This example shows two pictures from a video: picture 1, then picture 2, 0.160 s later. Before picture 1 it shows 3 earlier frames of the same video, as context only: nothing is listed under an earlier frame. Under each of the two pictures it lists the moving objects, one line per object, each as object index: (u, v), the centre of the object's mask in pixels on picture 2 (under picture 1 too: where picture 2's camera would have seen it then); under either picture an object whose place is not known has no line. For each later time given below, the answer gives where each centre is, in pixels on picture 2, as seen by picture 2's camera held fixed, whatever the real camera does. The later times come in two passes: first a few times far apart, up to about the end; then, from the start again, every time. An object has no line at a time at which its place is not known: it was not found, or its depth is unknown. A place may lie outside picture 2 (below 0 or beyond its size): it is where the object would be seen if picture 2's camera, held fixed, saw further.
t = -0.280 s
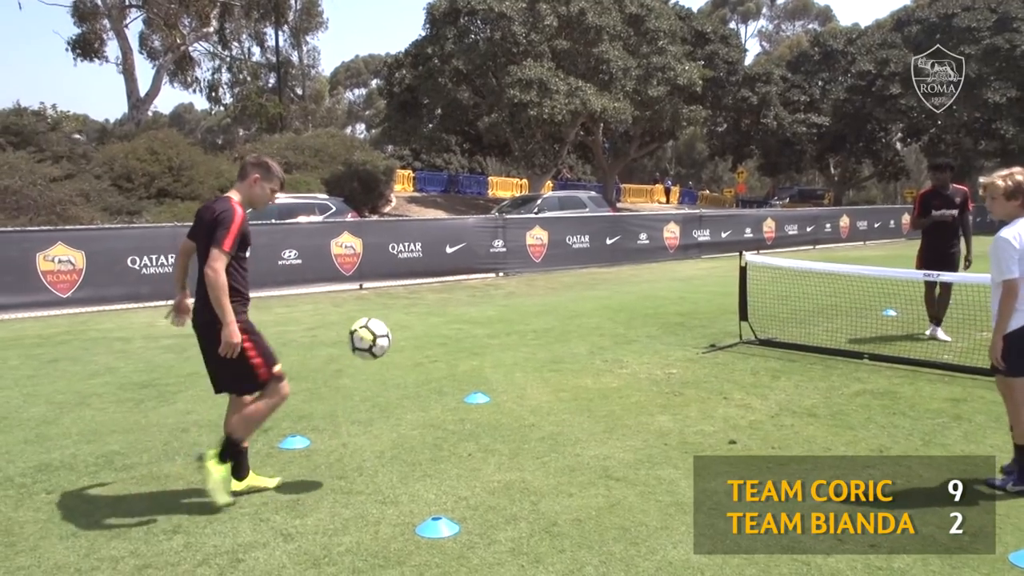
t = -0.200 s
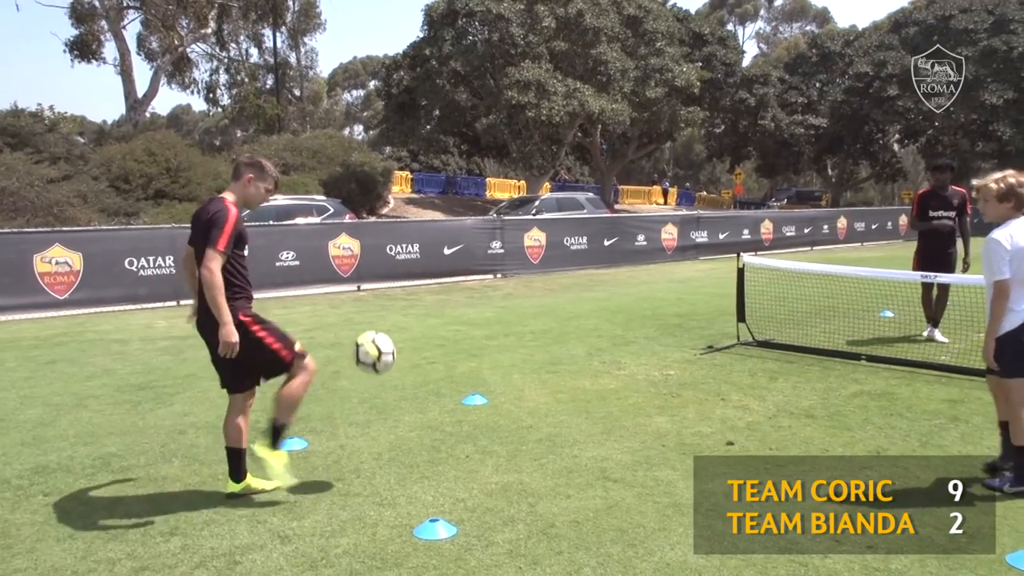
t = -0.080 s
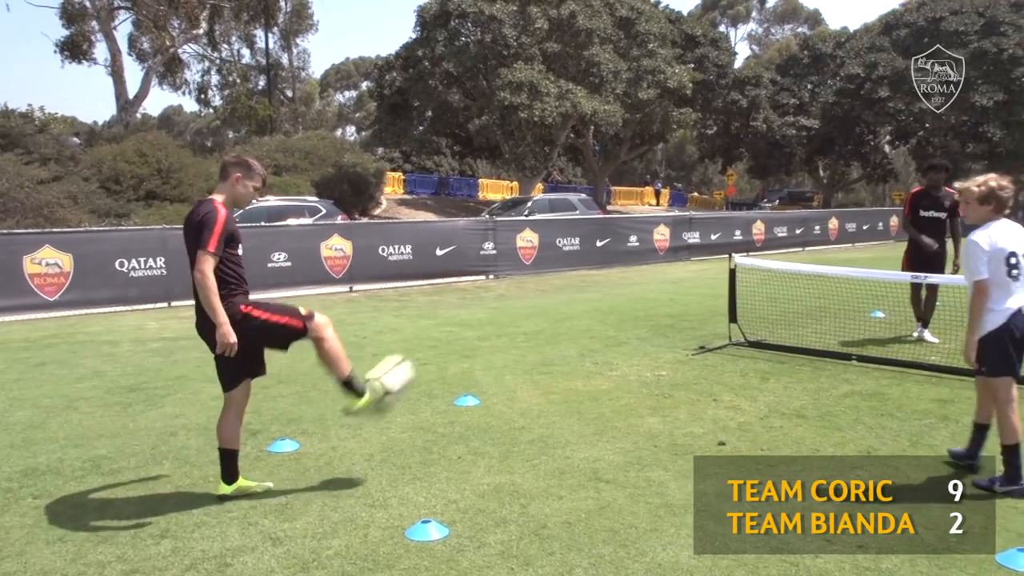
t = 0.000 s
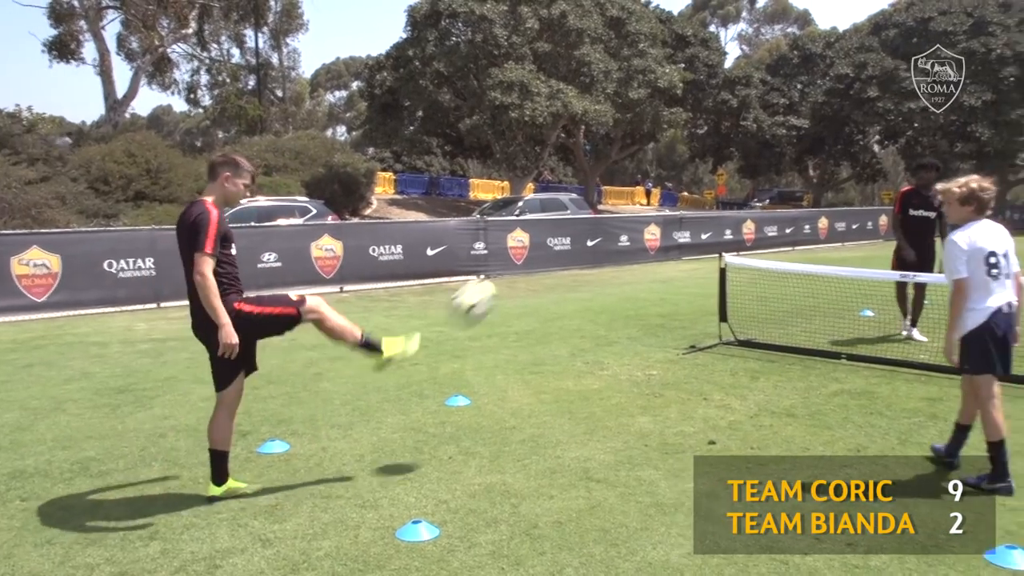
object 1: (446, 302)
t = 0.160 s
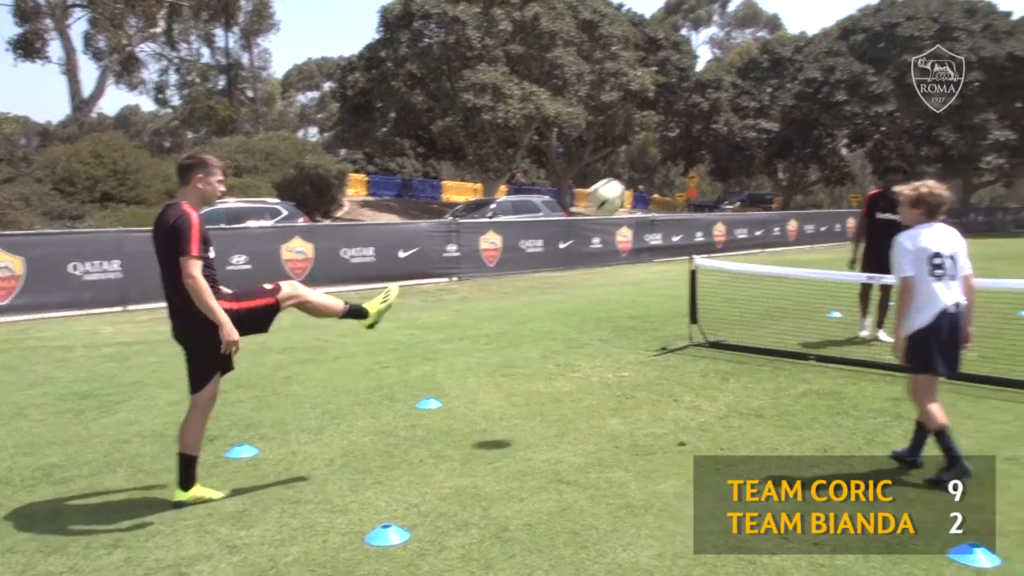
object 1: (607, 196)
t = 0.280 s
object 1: (705, 157)
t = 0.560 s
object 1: (888, 148)
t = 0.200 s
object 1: (641, 179)
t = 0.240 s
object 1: (673, 168)
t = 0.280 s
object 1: (705, 157)
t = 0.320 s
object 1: (735, 149)
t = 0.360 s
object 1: (763, 143)
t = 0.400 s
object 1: (790, 140)
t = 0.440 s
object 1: (816, 139)
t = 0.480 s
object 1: (841, 140)
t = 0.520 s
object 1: (865, 143)
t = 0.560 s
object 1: (888, 148)
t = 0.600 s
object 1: (909, 155)
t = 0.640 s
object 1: (929, 164)
